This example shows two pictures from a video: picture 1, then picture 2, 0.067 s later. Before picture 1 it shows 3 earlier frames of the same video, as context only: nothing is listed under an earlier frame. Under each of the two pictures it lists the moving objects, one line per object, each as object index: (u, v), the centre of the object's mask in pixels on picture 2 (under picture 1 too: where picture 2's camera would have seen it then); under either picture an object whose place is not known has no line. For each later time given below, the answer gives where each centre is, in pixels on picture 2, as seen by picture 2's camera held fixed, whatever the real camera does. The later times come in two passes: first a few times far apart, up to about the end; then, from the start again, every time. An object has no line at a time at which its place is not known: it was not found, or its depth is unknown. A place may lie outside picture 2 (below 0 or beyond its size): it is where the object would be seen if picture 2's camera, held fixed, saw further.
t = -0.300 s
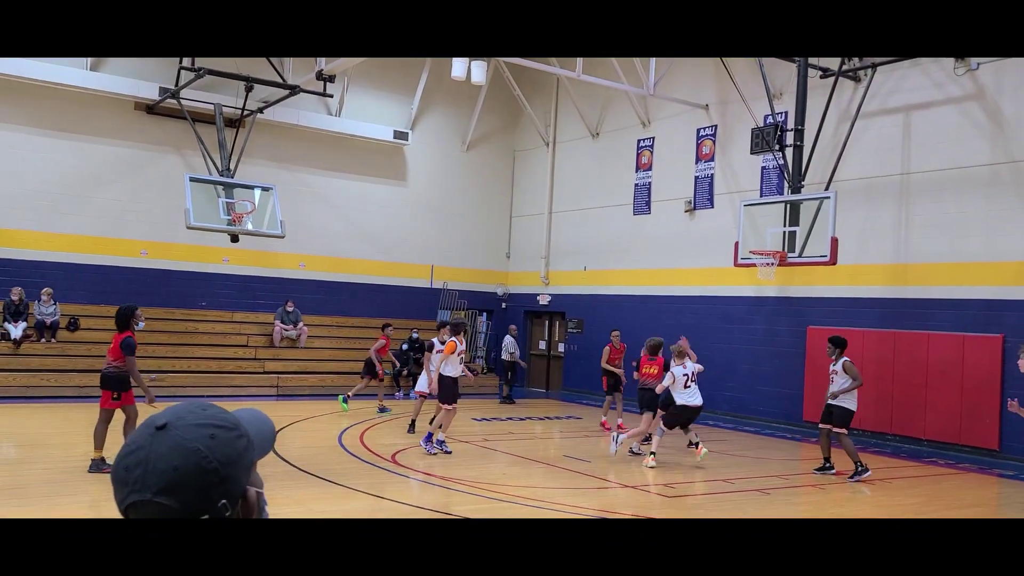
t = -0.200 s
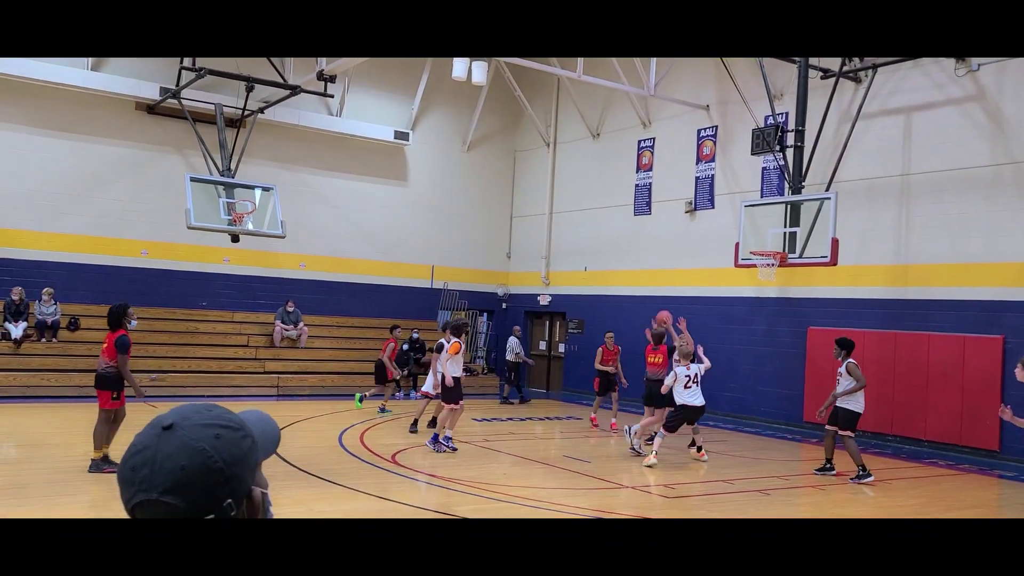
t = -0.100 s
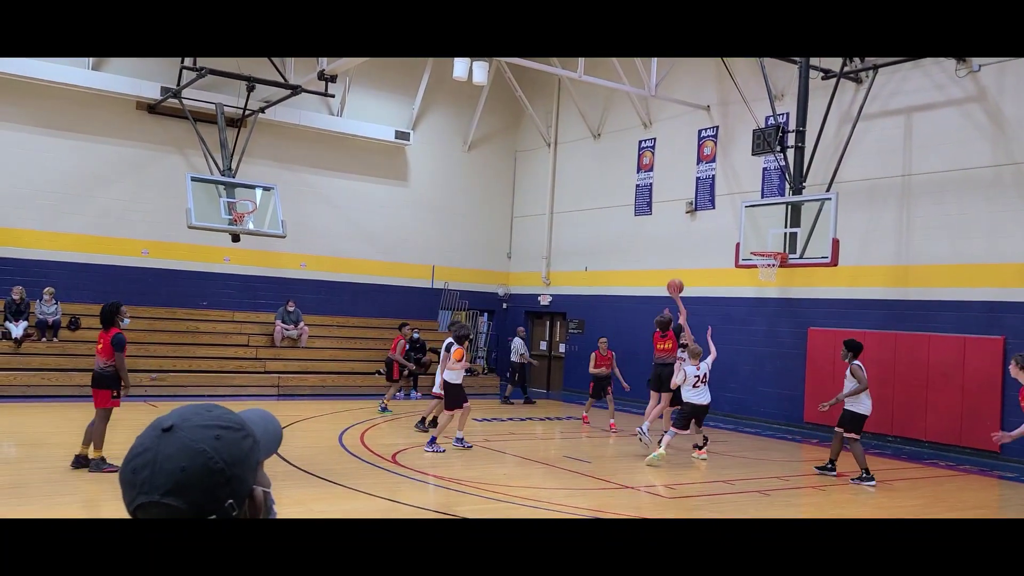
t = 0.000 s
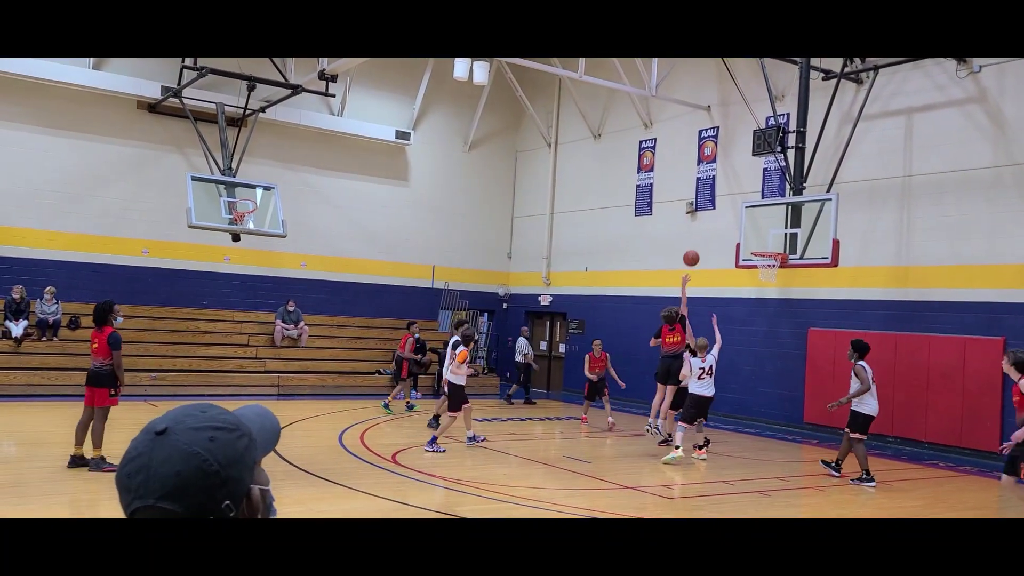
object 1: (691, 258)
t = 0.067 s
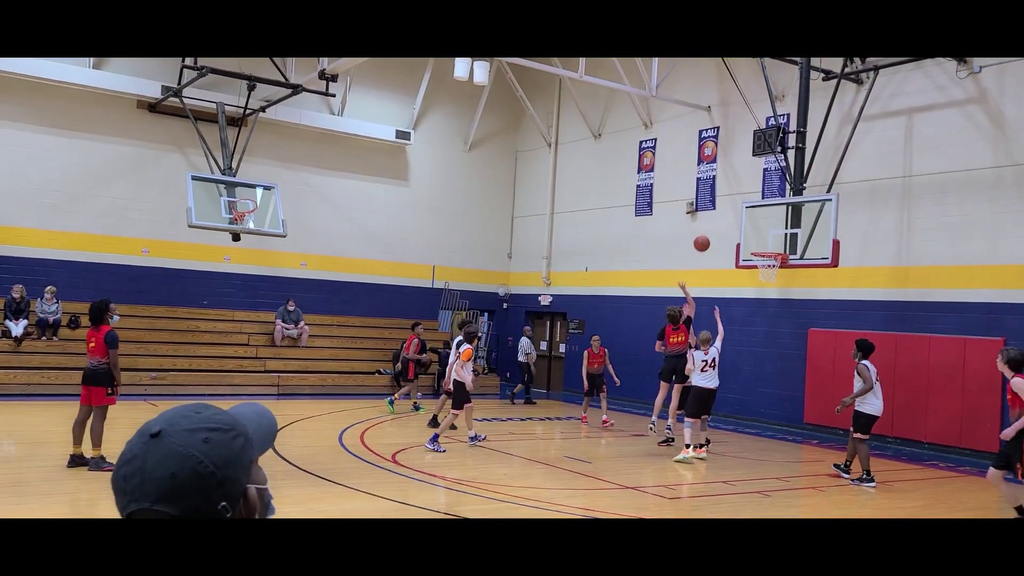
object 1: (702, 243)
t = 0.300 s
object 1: (735, 216)
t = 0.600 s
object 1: (772, 234)
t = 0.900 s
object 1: (772, 243)
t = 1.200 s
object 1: (761, 272)
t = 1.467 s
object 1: (761, 309)
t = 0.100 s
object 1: (707, 237)
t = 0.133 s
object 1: (712, 232)
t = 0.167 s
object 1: (717, 227)
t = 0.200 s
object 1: (721, 223)
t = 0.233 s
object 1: (726, 220)
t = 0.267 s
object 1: (731, 218)
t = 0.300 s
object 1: (735, 216)
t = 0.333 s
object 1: (740, 216)
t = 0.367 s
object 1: (744, 216)
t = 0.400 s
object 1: (748, 216)
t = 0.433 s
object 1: (752, 217)
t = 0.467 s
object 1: (757, 219)
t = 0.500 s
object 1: (761, 222)
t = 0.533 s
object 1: (765, 225)
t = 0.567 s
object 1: (768, 229)
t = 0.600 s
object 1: (772, 234)
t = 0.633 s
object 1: (776, 239)
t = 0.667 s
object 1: (779, 245)
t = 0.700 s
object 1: (780, 246)
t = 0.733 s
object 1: (778, 244)
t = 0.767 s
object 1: (777, 242)
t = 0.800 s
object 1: (776, 242)
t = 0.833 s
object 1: (775, 242)
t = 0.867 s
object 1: (773, 242)
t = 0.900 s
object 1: (772, 243)
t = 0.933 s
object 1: (771, 245)
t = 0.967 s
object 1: (769, 247)
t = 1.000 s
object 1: (767, 249)
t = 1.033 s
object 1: (765, 254)
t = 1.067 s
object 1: (764, 261)
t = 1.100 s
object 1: (763, 264)
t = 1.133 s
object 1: (762, 268)
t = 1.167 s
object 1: (761, 270)
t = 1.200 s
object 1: (761, 272)
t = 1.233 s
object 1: (761, 273)
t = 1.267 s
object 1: (762, 274)
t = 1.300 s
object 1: (761, 281)
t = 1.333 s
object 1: (761, 285)
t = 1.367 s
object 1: (761, 290)
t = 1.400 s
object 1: (761, 296)
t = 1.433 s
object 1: (761, 302)
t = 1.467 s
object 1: (761, 309)
